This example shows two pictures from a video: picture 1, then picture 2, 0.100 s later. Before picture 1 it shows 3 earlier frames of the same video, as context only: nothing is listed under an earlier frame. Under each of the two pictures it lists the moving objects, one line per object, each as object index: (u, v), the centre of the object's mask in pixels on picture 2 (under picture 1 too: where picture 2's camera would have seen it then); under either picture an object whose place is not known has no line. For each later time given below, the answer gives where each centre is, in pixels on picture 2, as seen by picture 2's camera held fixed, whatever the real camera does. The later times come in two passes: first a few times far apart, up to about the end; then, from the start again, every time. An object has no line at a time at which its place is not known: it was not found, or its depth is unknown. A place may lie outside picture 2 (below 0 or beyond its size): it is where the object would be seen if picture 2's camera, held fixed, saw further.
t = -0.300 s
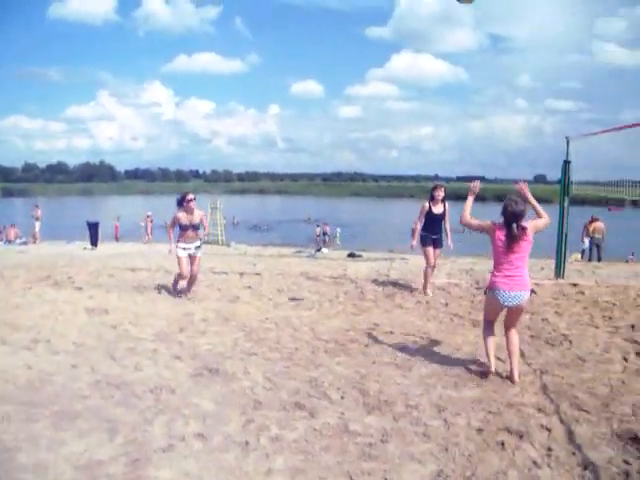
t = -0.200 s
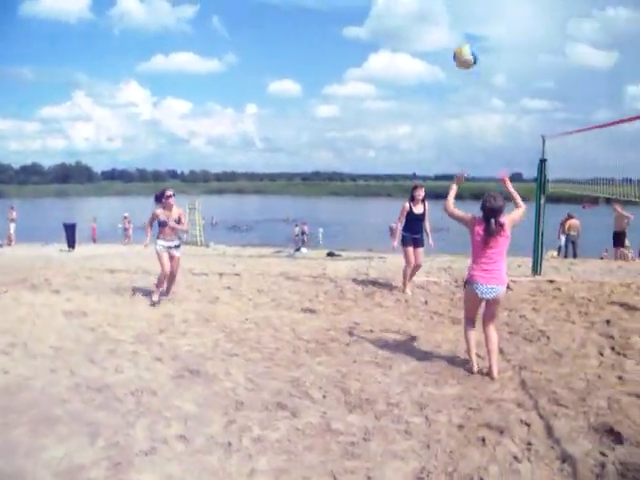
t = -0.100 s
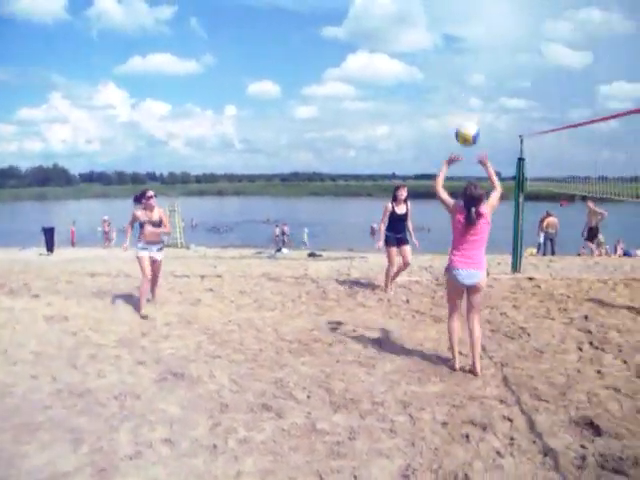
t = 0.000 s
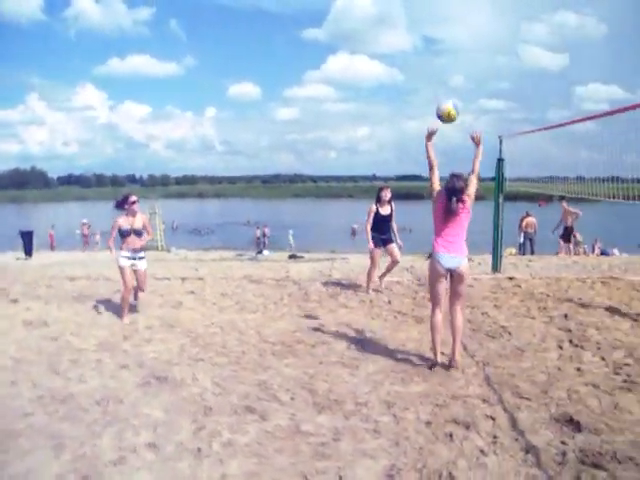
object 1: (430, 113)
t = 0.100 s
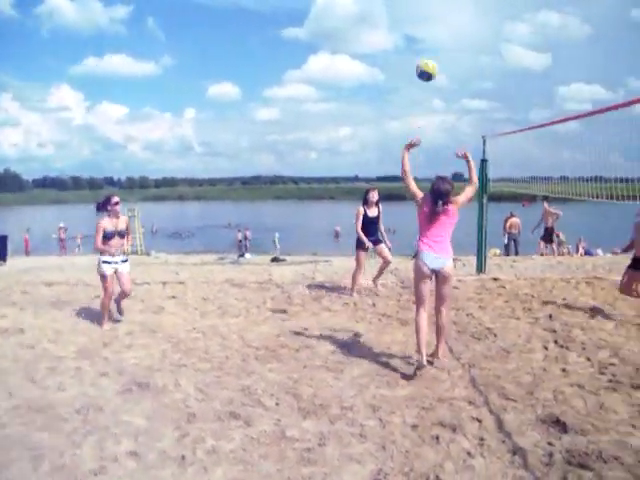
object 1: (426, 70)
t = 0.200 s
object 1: (423, 42)
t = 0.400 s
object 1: (418, 21)
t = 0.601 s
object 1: (413, 35)
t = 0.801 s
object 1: (410, 74)
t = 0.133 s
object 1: (426, 59)
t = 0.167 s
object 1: (424, 50)
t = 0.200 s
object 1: (423, 42)
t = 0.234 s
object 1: (422, 37)
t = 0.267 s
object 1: (420, 31)
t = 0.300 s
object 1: (420, 27)
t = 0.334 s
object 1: (420, 24)
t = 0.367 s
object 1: (418, 23)
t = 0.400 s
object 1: (418, 21)
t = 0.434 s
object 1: (418, 21)
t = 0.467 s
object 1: (417, 22)
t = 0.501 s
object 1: (415, 24)
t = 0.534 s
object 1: (415, 27)
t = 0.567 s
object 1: (414, 31)
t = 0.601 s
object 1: (413, 35)
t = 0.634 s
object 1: (412, 40)
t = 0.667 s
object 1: (411, 45)
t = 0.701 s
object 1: (411, 51)
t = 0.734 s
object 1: (410, 58)
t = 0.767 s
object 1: (410, 66)
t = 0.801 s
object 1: (410, 74)
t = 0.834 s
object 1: (408, 82)
